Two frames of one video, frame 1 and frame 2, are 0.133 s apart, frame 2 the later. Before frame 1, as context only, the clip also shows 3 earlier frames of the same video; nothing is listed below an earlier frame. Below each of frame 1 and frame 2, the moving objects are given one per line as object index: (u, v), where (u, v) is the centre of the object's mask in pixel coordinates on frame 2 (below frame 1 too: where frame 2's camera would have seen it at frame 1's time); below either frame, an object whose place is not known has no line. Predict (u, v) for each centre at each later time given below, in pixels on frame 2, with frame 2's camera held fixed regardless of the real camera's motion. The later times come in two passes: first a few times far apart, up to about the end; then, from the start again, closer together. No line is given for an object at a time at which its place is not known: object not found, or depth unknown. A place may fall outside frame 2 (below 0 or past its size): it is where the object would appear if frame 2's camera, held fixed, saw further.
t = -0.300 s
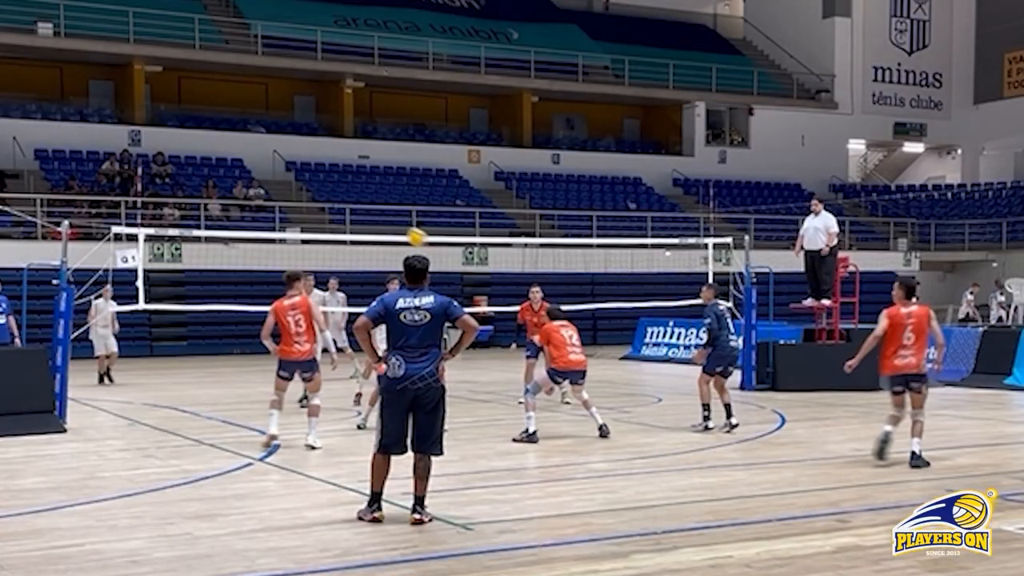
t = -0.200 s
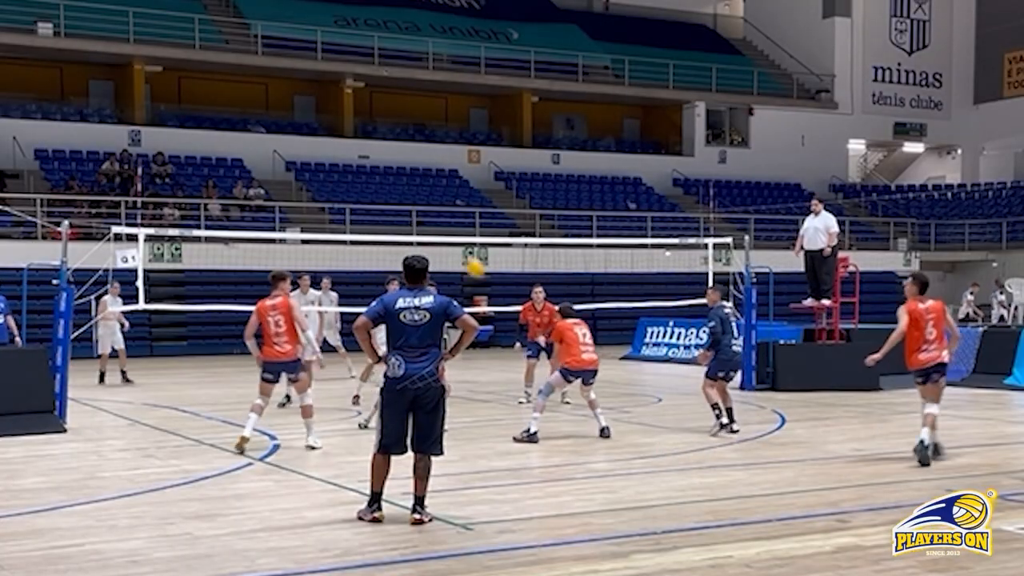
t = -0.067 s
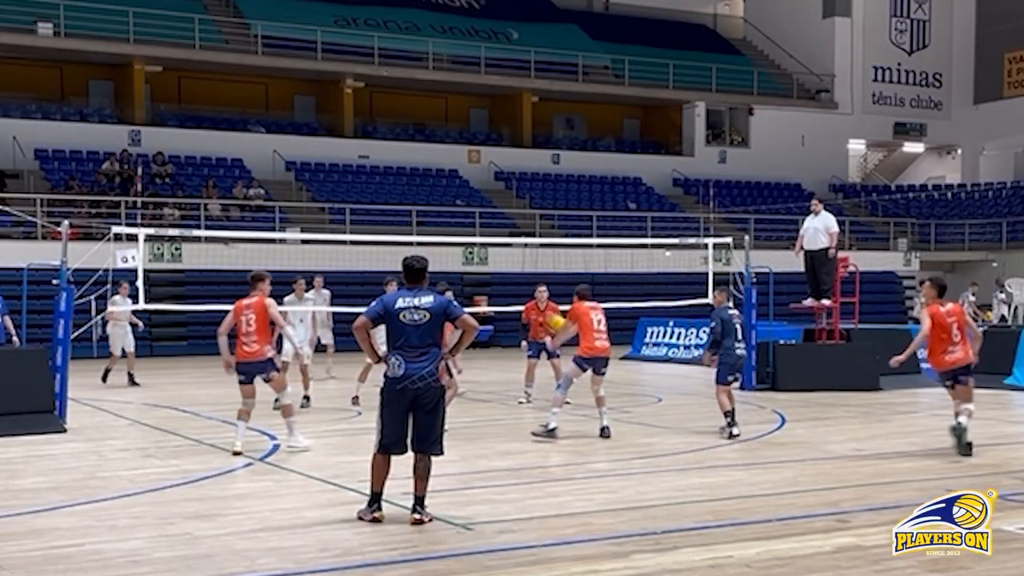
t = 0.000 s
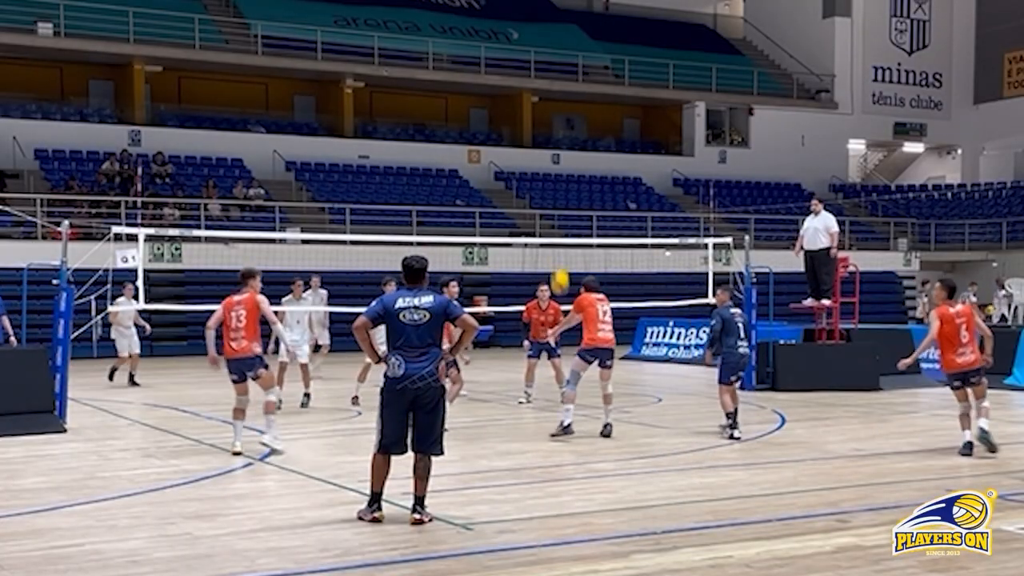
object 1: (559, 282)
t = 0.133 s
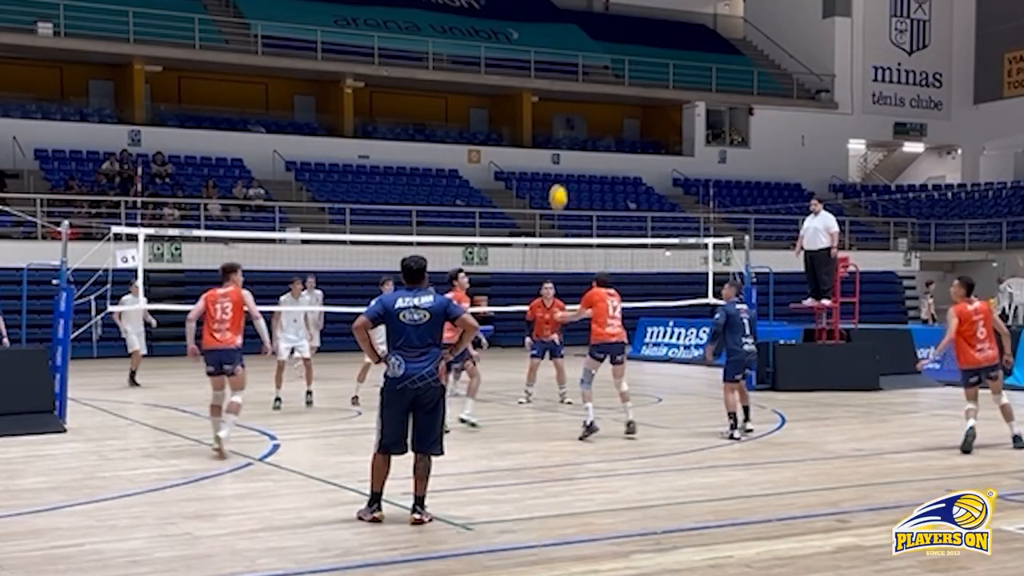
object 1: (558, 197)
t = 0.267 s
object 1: (557, 133)
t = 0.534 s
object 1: (557, 55)
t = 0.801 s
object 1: (559, 39)
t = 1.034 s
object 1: (561, 69)
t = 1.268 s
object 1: (562, 134)
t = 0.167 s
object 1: (558, 179)
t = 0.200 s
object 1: (557, 162)
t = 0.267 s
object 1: (557, 133)
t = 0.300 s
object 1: (557, 119)
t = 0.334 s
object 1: (557, 107)
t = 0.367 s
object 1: (557, 96)
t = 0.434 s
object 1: (557, 76)
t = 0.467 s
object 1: (557, 69)
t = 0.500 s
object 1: (558, 61)
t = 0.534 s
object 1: (557, 55)
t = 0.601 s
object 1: (558, 46)
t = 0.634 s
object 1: (558, 42)
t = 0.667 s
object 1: (558, 40)
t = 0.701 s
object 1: (559, 39)
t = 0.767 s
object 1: (559, 38)
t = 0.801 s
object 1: (559, 39)
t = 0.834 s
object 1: (559, 41)
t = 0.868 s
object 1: (560, 44)
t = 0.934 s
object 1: (560, 52)
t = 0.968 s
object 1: (561, 57)
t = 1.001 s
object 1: (561, 62)
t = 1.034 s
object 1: (561, 69)
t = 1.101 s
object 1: (562, 84)
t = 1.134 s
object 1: (562, 93)
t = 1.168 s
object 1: (562, 102)
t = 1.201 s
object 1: (562, 112)
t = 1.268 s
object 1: (562, 134)
